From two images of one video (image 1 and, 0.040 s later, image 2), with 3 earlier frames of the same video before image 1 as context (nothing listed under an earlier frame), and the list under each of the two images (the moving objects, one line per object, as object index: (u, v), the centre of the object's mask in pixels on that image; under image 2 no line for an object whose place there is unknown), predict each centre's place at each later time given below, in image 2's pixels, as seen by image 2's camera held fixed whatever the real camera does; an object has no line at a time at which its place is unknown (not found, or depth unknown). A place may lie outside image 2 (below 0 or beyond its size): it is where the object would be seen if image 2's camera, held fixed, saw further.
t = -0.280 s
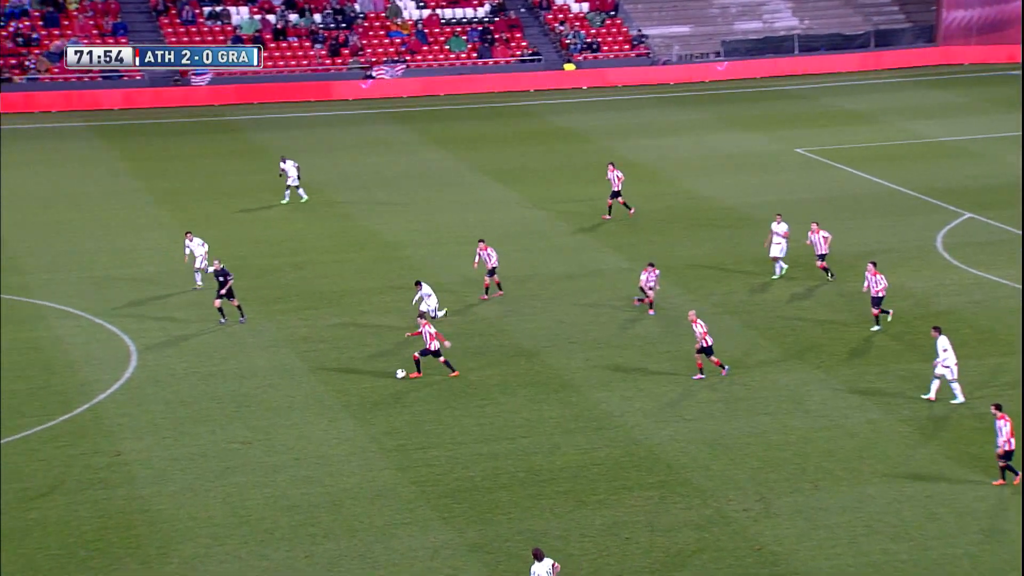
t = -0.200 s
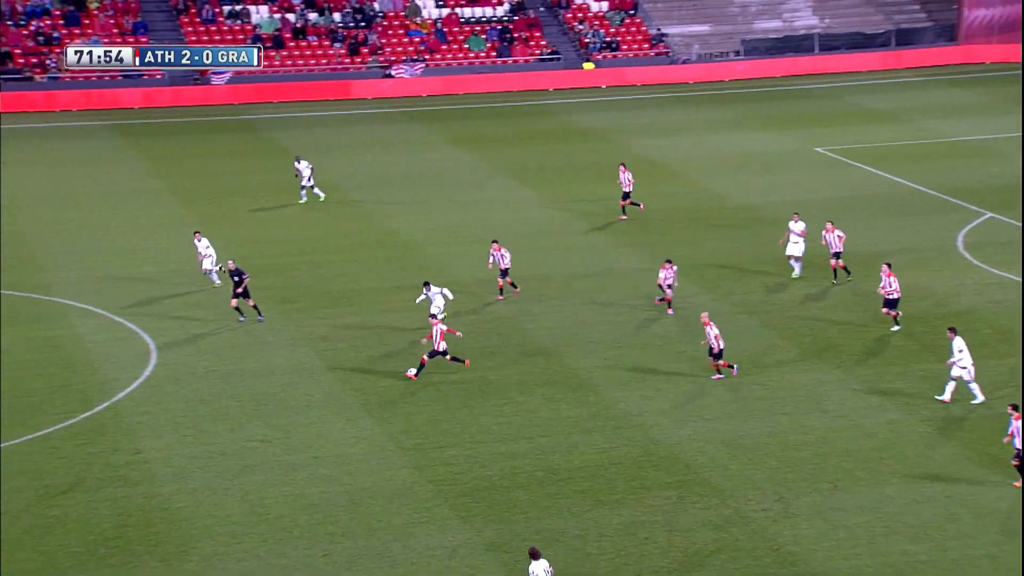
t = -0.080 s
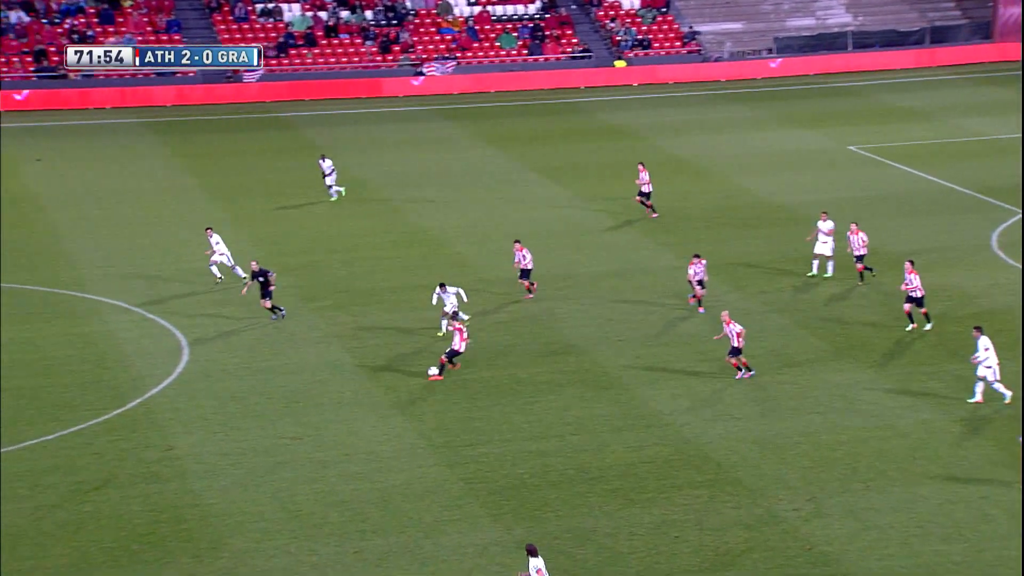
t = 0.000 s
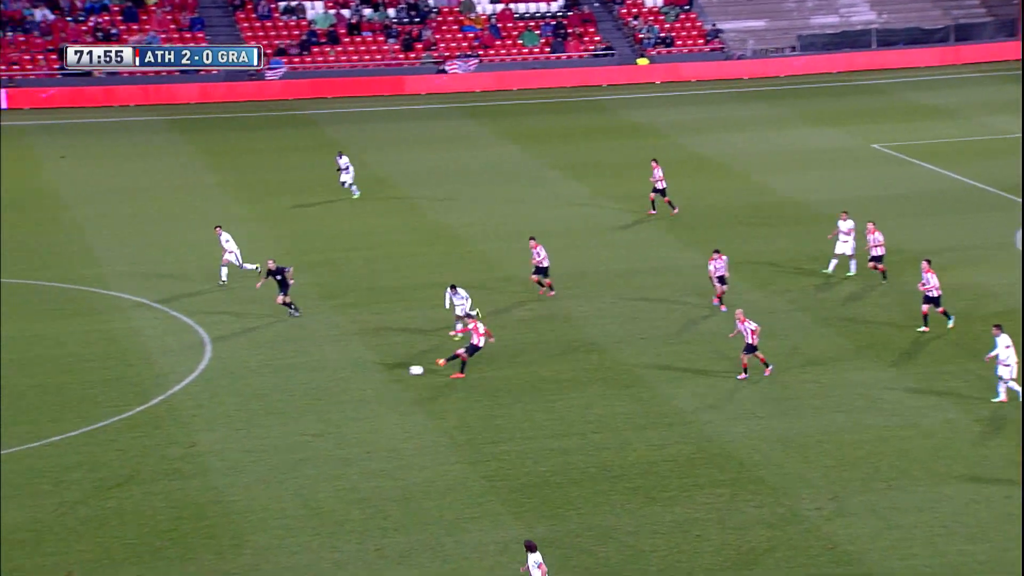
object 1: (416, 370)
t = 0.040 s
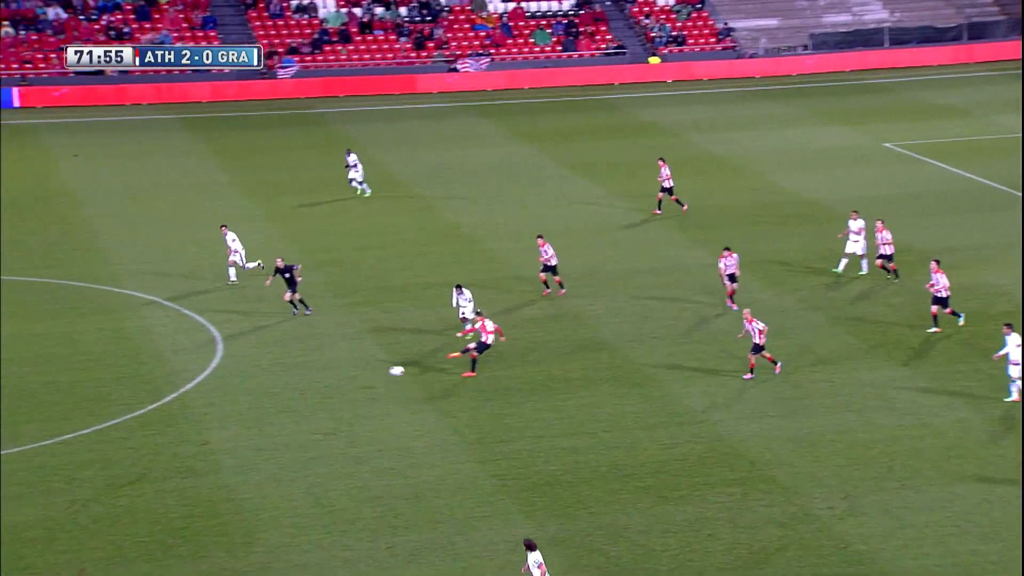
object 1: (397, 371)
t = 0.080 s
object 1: (366, 374)
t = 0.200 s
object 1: (273, 391)
